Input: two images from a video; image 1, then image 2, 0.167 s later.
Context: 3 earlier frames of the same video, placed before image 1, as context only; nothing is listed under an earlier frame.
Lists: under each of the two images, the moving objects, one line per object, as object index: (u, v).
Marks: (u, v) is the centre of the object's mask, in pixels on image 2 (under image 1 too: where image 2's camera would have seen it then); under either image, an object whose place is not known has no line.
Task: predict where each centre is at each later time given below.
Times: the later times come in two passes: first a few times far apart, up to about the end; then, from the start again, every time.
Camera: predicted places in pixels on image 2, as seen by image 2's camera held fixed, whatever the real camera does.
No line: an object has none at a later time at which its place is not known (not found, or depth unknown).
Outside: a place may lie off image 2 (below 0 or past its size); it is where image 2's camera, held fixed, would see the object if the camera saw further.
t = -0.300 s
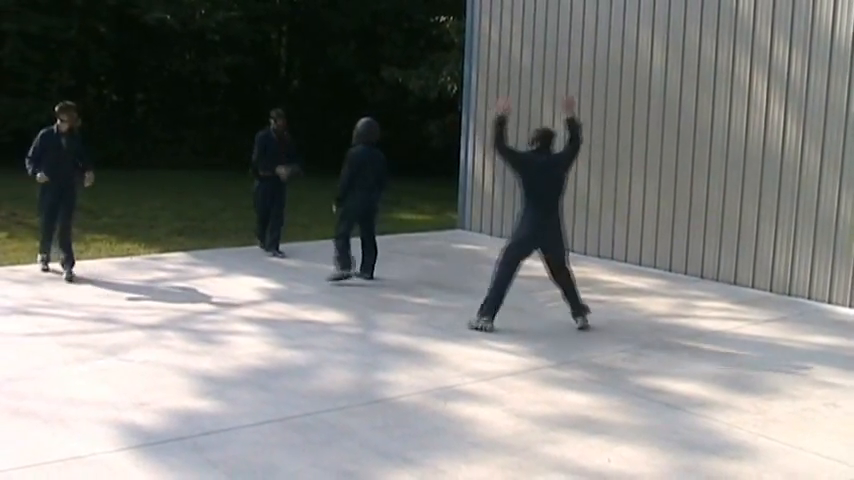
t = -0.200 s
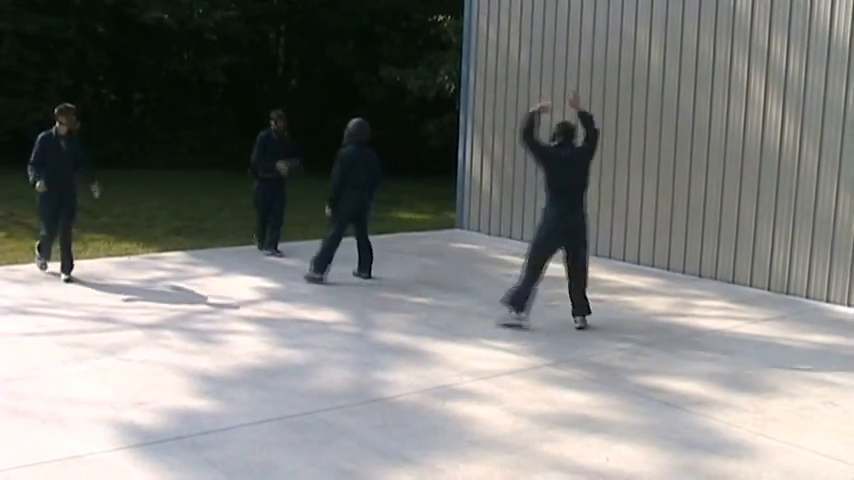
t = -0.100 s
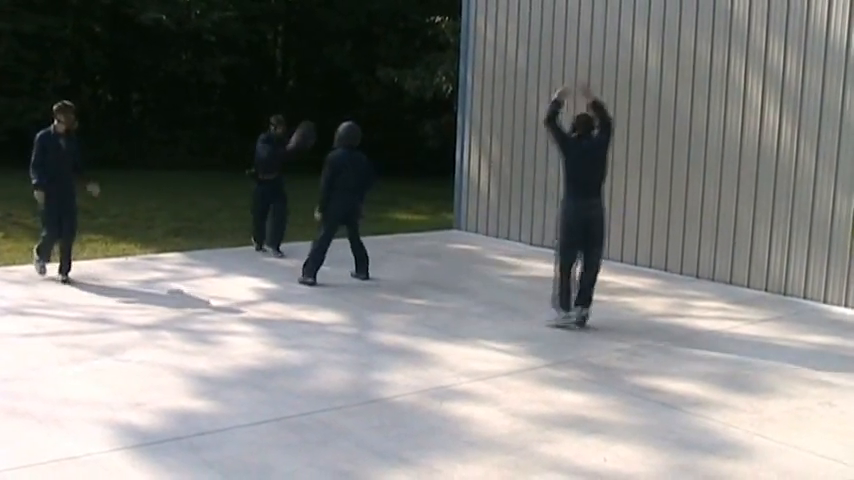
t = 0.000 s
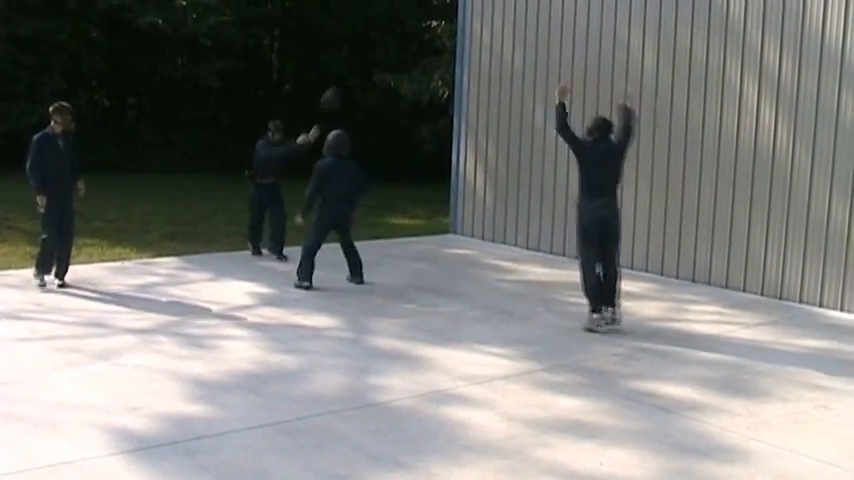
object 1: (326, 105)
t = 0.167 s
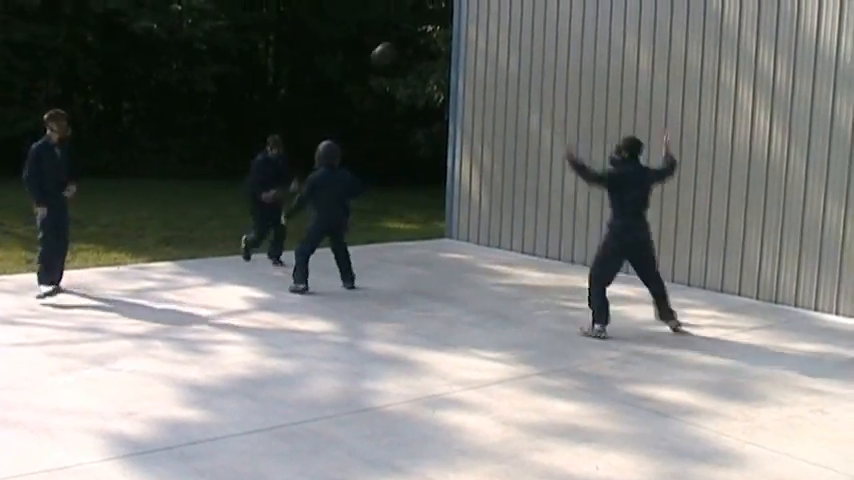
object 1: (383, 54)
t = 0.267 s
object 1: (417, 36)
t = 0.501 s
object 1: (508, 31)
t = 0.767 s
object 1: (619, 93)
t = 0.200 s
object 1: (394, 49)
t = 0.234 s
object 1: (405, 43)
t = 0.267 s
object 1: (417, 36)
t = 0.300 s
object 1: (429, 34)
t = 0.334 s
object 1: (443, 32)
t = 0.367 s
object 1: (456, 27)
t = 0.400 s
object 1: (470, 27)
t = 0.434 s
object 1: (482, 27)
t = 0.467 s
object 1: (495, 28)
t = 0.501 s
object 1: (508, 31)
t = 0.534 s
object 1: (521, 34)
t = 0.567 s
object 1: (535, 39)
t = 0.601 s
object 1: (548, 45)
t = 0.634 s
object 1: (563, 53)
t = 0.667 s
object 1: (576, 61)
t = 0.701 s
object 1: (590, 70)
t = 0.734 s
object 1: (604, 81)
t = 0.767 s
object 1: (619, 93)
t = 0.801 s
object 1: (633, 107)
